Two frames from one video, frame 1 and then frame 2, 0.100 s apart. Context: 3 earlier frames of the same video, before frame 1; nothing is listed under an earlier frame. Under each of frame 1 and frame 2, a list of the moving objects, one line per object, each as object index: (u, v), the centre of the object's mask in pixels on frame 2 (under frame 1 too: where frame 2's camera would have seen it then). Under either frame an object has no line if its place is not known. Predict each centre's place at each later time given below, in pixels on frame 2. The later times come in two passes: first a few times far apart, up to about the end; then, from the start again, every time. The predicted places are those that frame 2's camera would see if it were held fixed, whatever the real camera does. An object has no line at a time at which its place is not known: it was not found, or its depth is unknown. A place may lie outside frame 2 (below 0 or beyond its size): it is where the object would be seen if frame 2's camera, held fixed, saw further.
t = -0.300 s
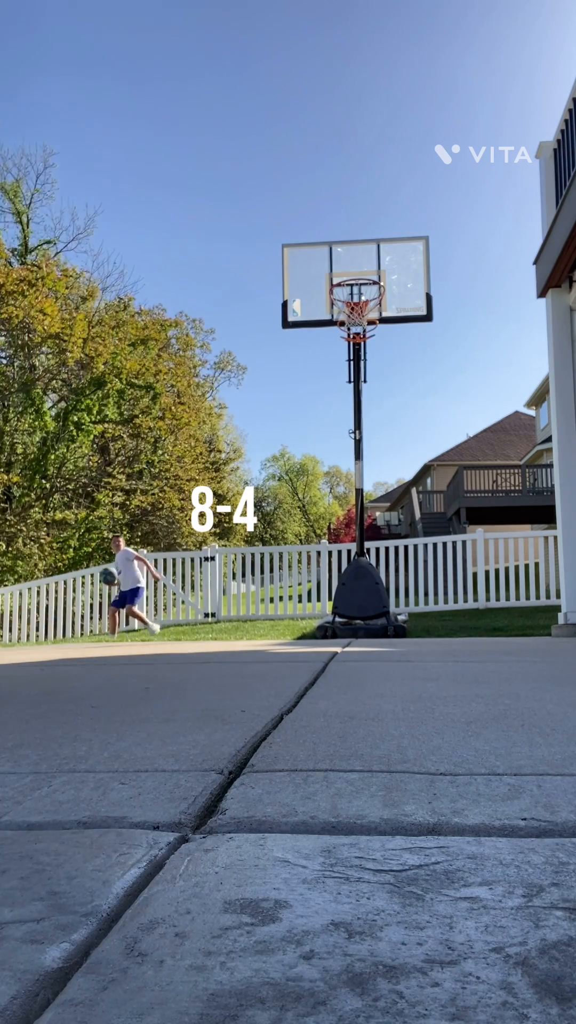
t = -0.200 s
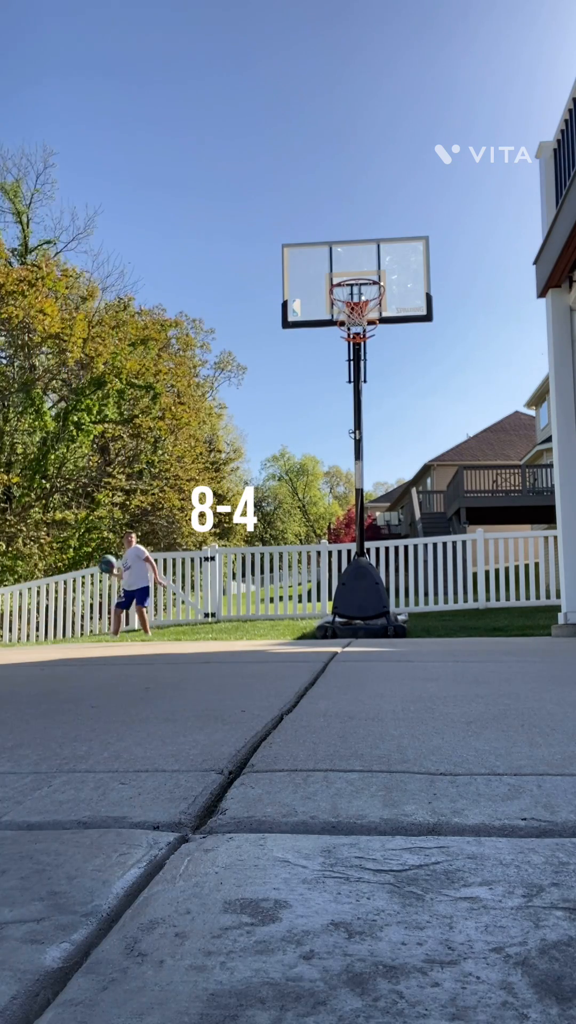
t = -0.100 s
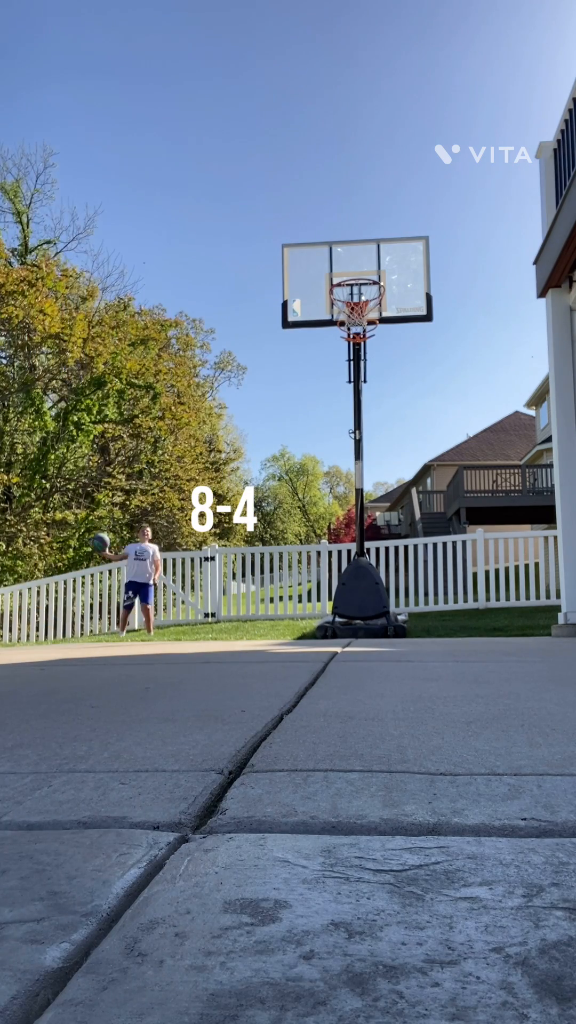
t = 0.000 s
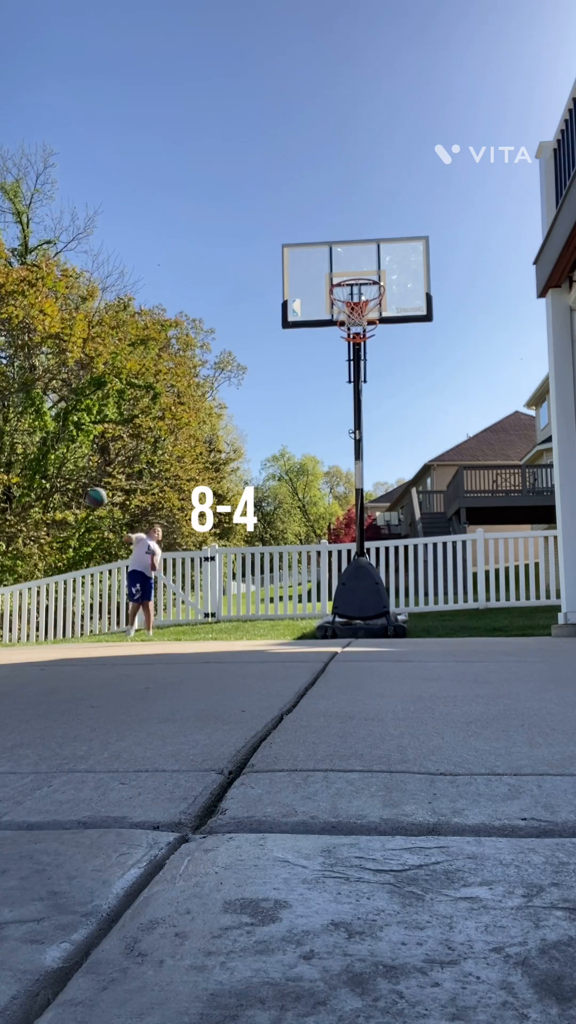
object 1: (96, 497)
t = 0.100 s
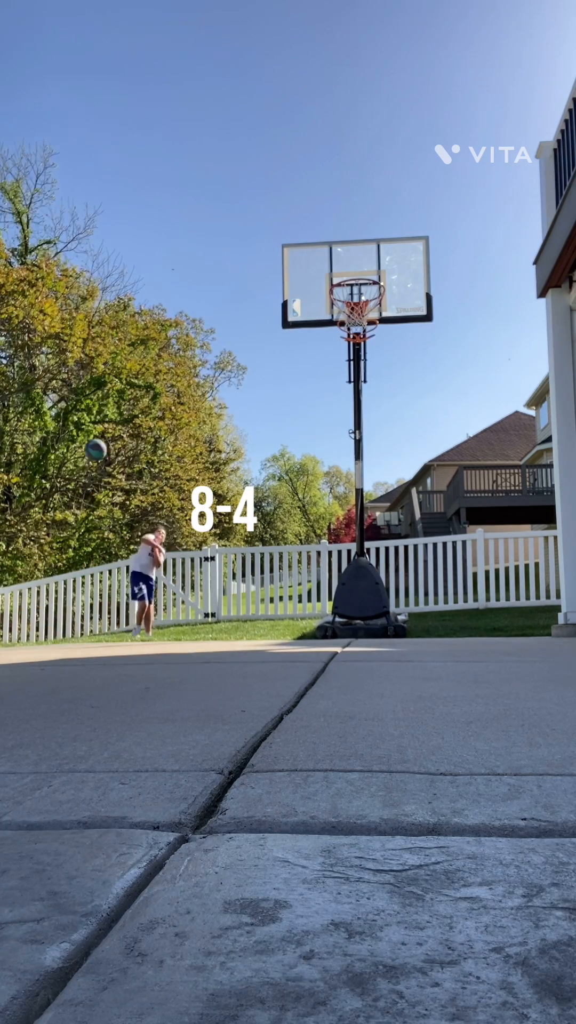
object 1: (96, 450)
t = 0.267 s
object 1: (92, 370)
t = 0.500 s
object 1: (85, 261)
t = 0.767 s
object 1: (66, 132)
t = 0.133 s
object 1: (95, 434)
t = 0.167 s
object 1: (95, 418)
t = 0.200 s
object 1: (94, 402)
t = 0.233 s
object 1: (93, 387)
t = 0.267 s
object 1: (92, 370)
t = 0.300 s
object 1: (92, 355)
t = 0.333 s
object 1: (91, 339)
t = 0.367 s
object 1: (90, 324)
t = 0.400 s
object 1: (89, 308)
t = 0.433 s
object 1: (87, 292)
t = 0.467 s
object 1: (86, 276)
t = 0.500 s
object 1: (85, 261)
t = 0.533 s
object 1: (83, 245)
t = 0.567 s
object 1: (81, 229)
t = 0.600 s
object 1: (79, 213)
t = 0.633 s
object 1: (77, 197)
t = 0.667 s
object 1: (75, 181)
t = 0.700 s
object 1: (72, 164)
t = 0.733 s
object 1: (69, 148)
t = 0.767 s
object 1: (66, 132)
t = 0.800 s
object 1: (61, 115)
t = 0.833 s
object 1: (57, 98)
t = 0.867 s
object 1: (51, 80)
